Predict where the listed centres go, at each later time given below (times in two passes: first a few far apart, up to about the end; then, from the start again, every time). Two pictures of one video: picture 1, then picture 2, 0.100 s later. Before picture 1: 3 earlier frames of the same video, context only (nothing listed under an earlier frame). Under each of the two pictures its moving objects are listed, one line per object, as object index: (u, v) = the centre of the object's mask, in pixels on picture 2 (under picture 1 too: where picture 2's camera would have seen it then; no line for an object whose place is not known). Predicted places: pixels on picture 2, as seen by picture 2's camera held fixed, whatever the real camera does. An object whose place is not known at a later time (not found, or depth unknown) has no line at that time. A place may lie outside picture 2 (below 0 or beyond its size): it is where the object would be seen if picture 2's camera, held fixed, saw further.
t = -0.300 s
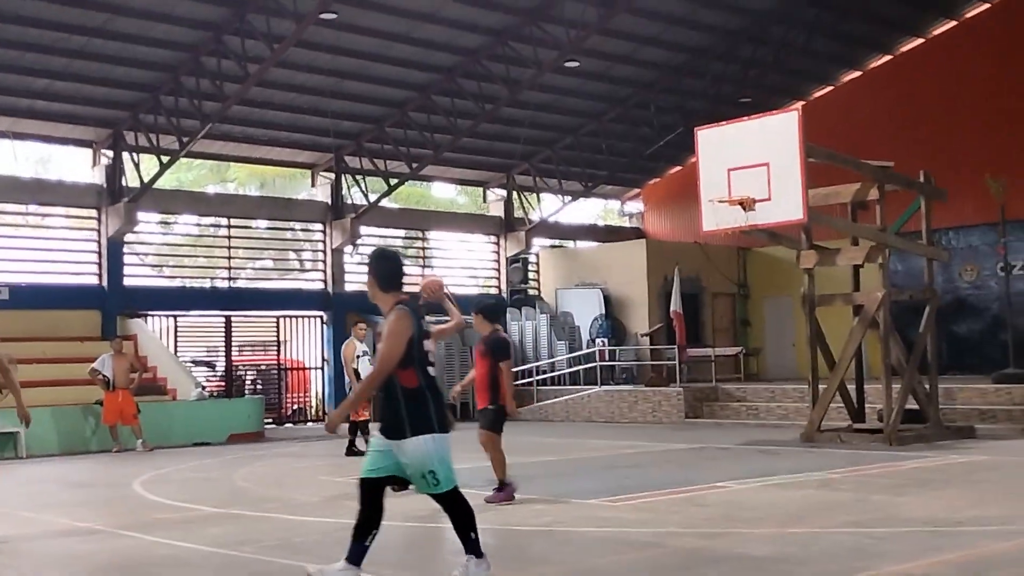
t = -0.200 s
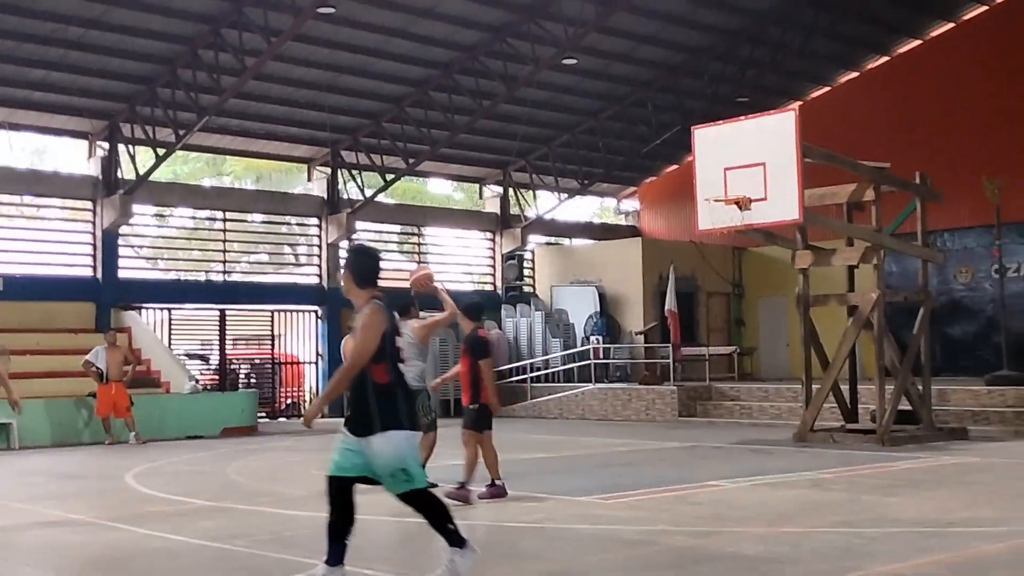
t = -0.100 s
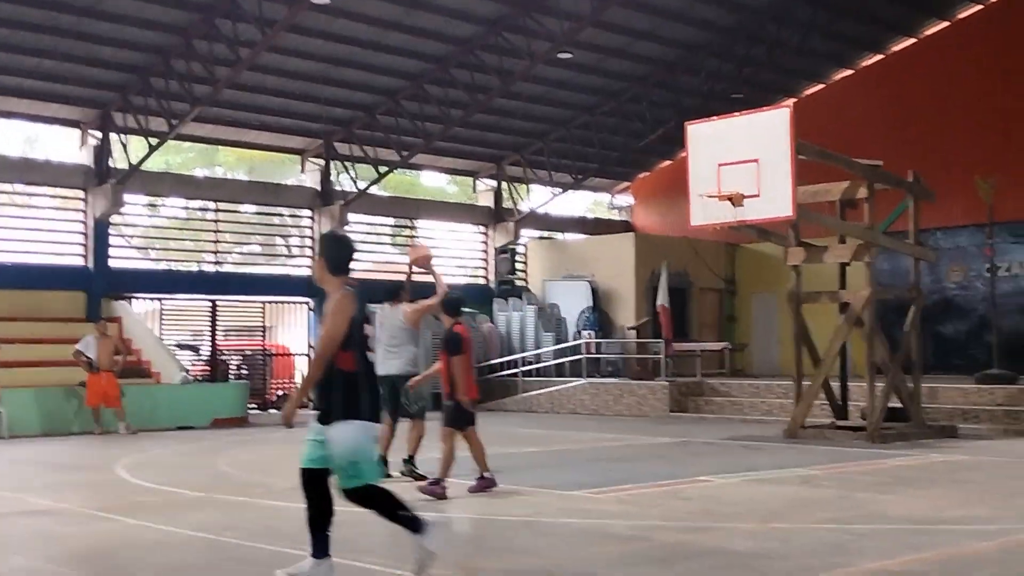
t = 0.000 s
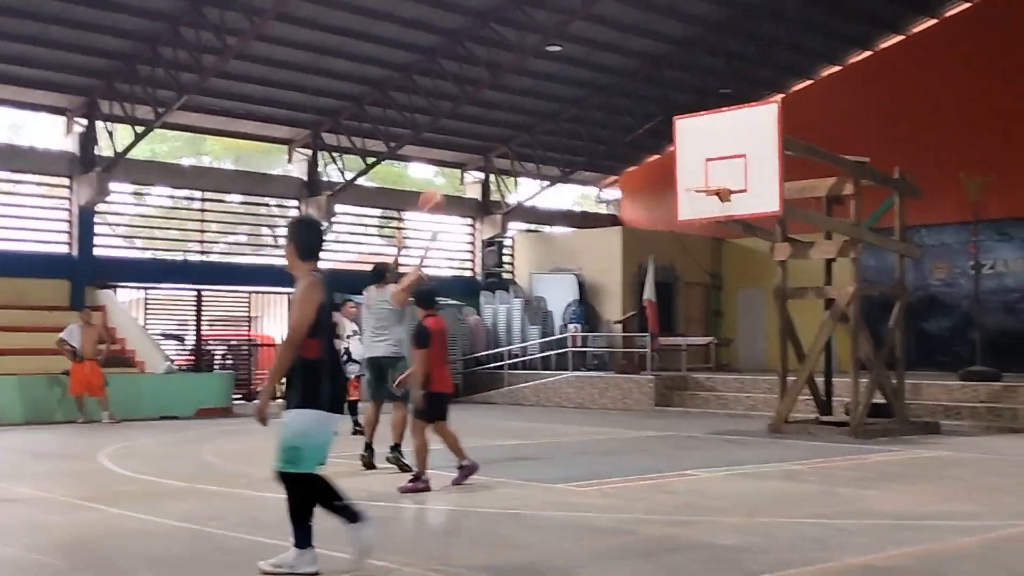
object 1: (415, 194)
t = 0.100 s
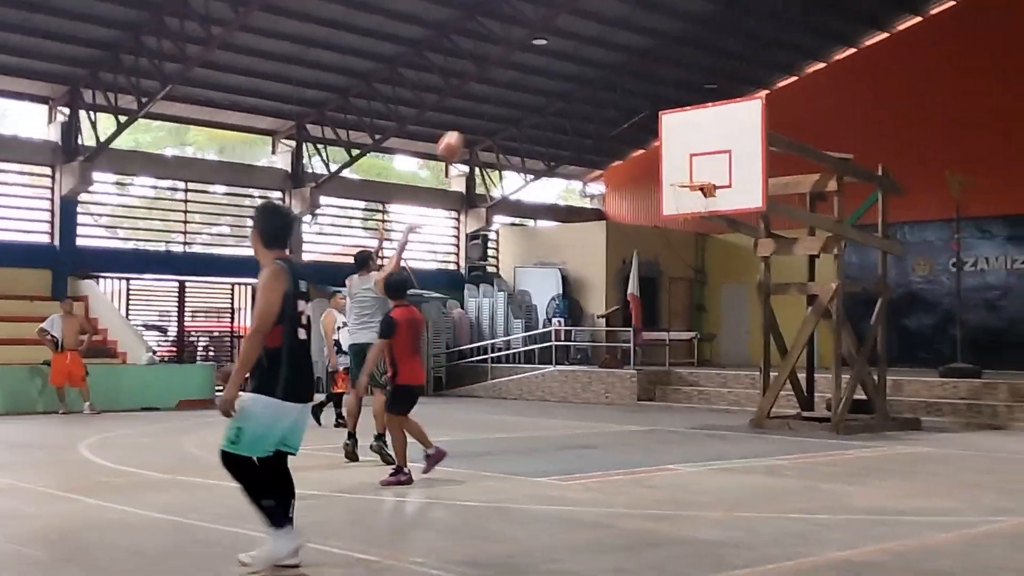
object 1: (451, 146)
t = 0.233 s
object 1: (492, 101)
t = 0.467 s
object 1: (559, 65)
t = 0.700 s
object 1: (619, 80)
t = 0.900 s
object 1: (663, 127)
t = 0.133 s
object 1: (461, 133)
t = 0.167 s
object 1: (472, 121)
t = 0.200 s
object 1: (482, 109)
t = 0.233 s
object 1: (492, 101)
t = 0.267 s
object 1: (503, 92)
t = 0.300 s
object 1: (513, 84)
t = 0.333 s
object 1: (523, 78)
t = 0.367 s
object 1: (532, 73)
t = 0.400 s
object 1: (541, 69)
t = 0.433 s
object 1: (550, 66)
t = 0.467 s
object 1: (559, 65)
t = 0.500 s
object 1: (568, 64)
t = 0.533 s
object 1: (577, 64)
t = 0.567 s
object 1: (586, 66)
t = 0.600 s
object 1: (594, 68)
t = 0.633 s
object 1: (602, 71)
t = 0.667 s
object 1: (611, 75)
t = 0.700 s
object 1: (619, 80)
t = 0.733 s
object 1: (627, 86)
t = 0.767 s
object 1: (635, 93)
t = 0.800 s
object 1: (642, 100)
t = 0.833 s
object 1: (649, 108)
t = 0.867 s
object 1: (655, 117)
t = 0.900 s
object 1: (663, 127)
